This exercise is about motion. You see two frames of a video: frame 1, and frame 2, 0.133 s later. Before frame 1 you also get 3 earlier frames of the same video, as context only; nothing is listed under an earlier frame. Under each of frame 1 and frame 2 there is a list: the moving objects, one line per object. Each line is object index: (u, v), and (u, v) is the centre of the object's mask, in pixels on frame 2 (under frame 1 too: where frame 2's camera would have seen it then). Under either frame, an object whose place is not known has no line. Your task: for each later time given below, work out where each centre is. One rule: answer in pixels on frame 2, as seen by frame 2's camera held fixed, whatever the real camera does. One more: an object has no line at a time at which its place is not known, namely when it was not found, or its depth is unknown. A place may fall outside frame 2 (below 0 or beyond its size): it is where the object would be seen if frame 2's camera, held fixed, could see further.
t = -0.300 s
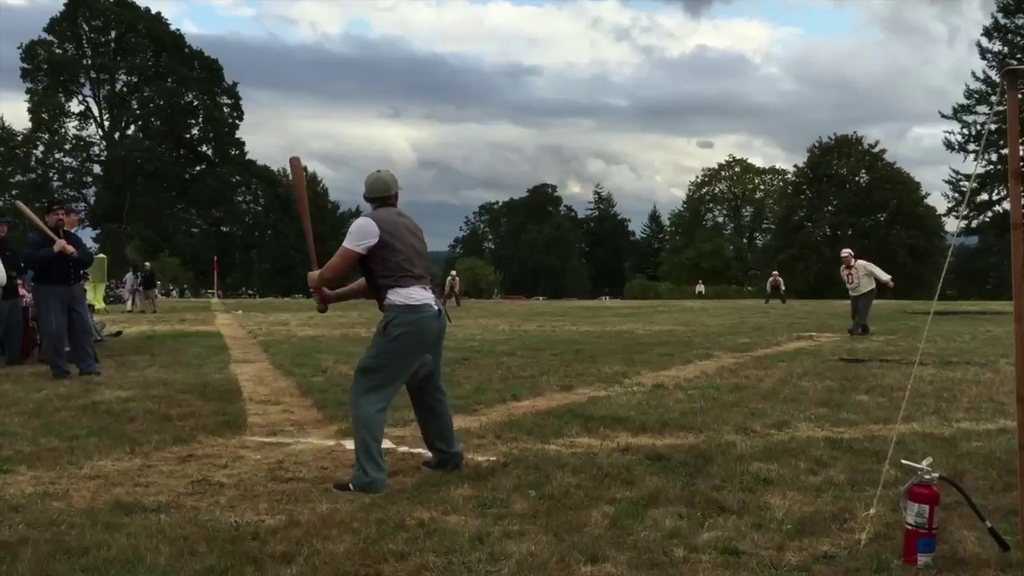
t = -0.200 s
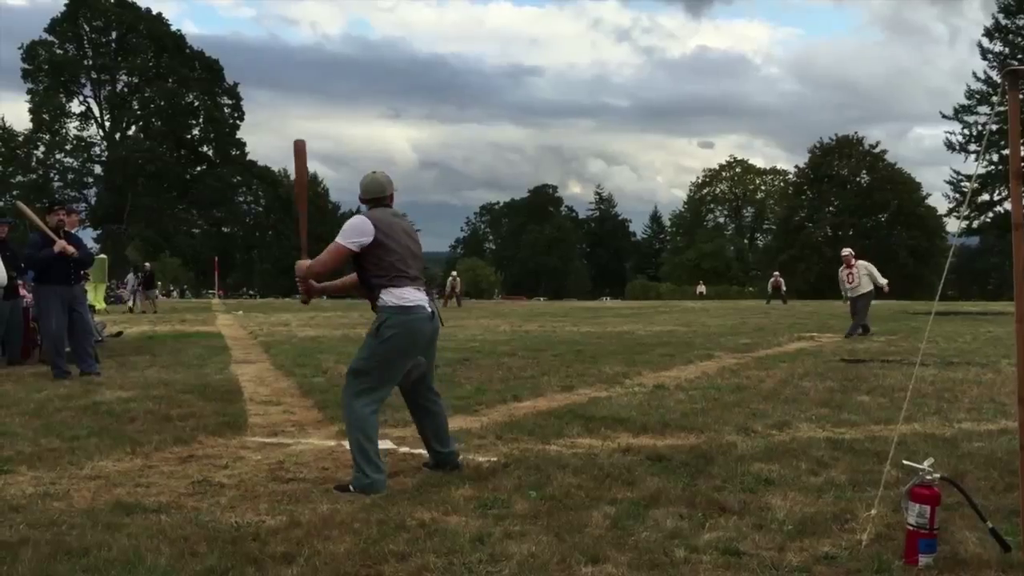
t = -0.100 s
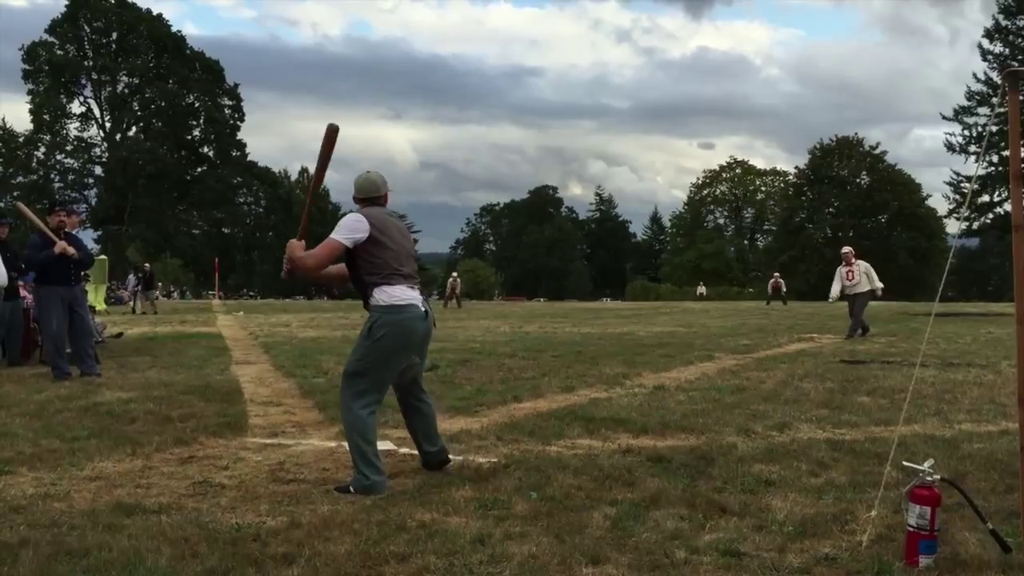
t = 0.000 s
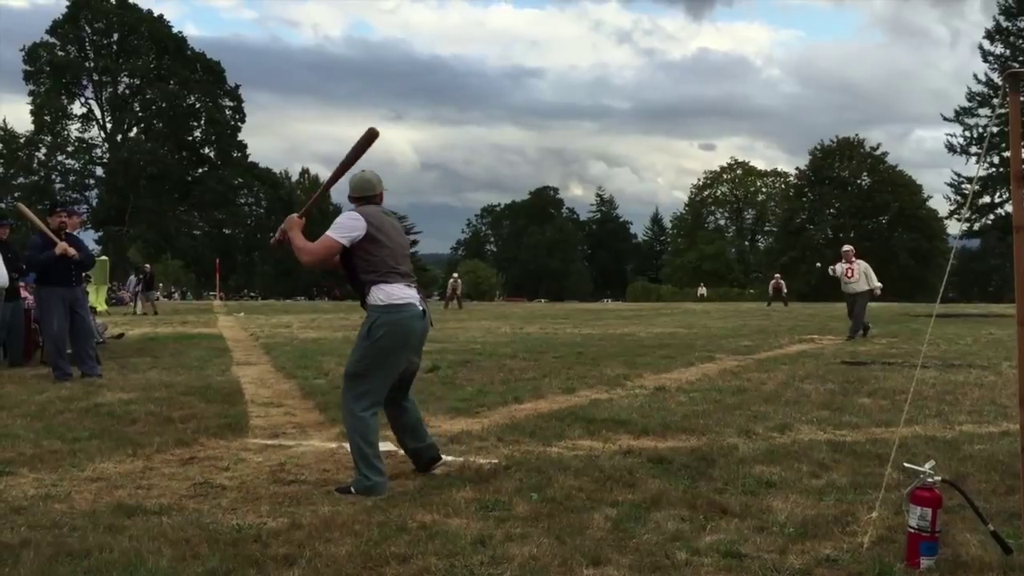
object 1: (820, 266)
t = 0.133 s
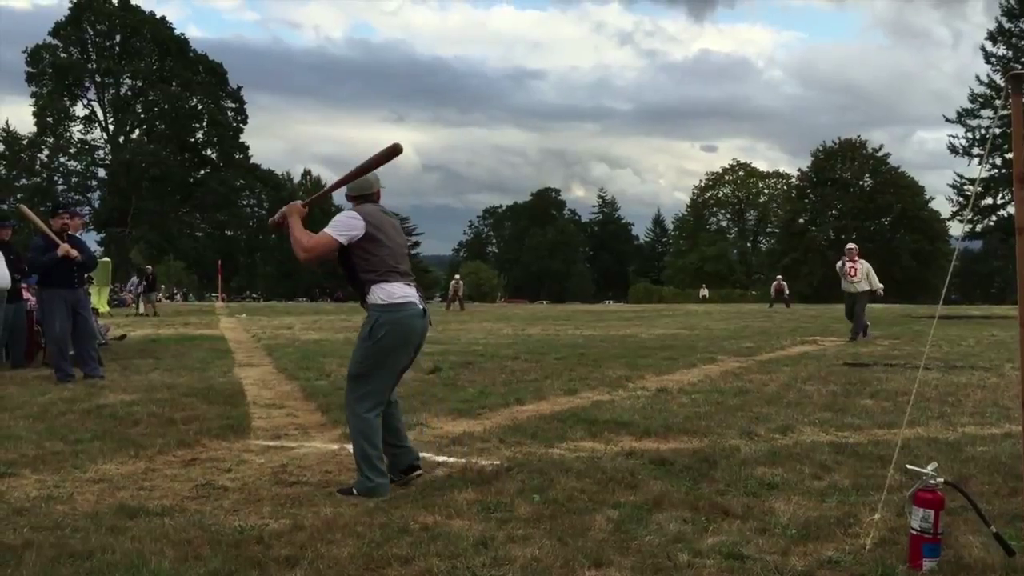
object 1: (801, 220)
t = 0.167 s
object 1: (795, 210)
